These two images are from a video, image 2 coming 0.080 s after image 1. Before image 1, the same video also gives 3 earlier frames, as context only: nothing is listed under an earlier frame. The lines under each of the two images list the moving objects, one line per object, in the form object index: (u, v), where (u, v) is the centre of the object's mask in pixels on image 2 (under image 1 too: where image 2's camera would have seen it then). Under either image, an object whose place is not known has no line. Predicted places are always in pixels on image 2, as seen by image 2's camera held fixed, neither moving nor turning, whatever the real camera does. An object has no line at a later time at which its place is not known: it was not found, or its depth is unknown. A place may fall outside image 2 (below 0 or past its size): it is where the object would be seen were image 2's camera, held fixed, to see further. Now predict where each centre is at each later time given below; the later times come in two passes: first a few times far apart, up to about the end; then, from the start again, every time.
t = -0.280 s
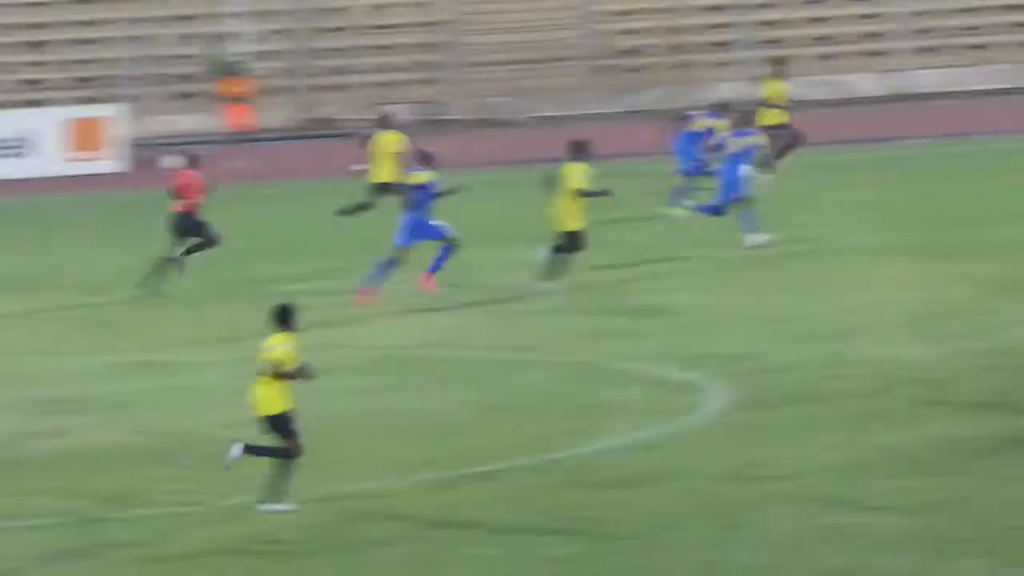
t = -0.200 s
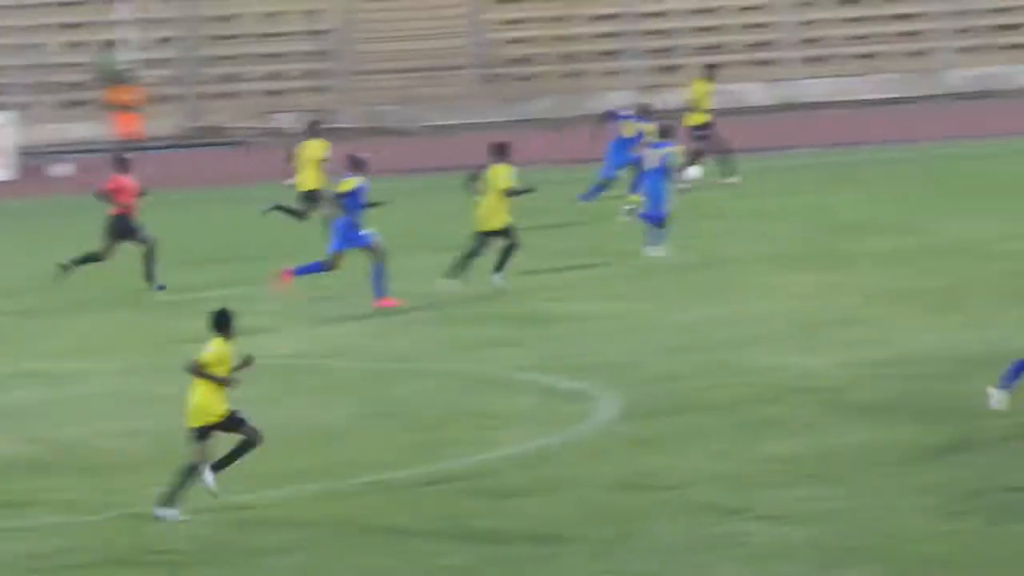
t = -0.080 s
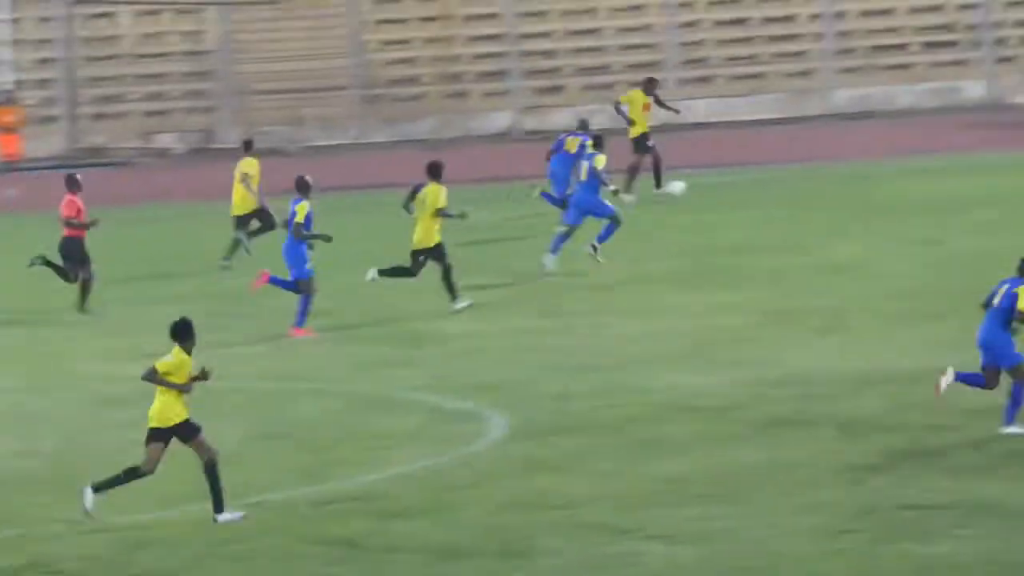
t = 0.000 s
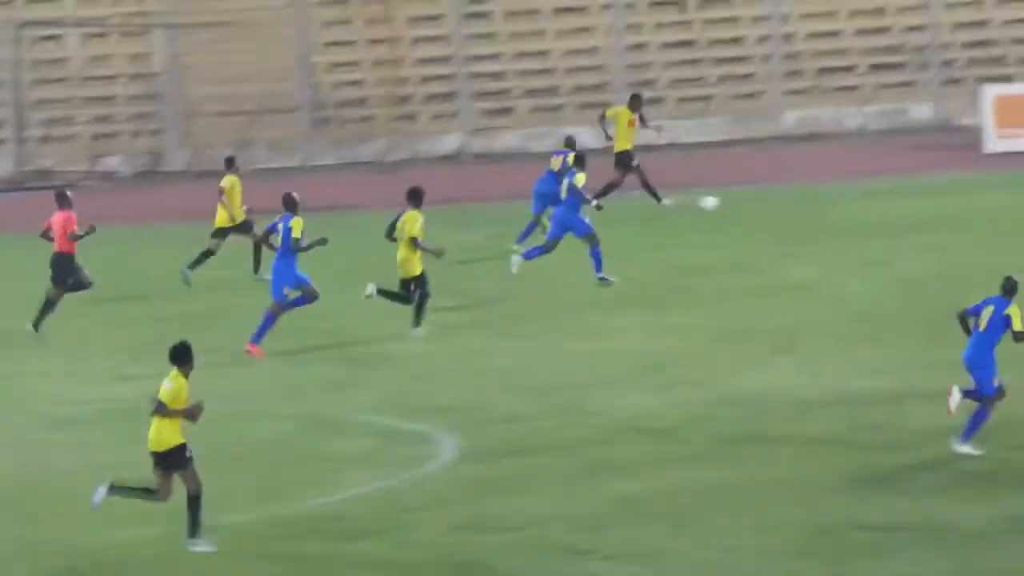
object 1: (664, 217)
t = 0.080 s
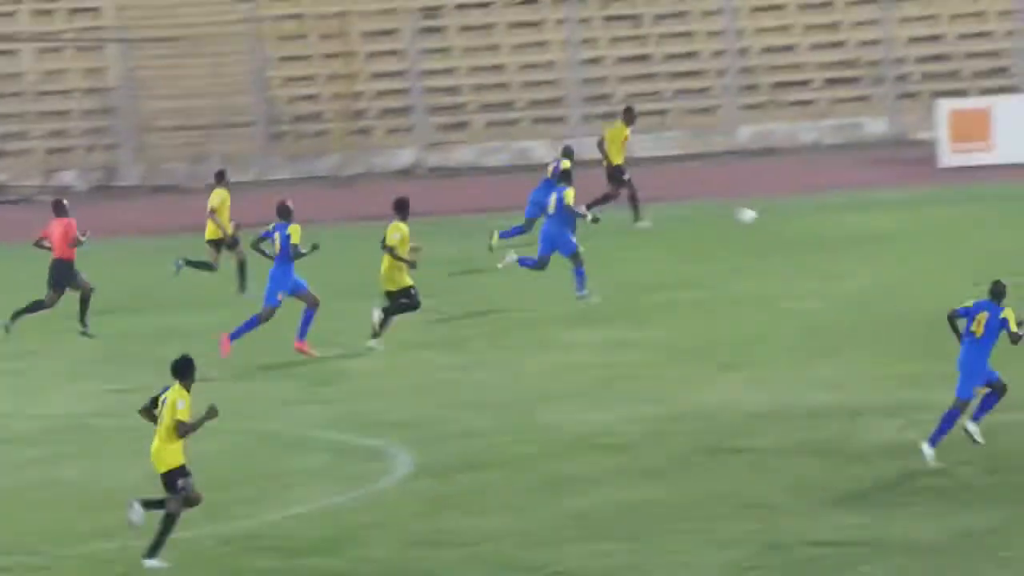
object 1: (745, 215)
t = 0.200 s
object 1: (855, 203)
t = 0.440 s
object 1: (1048, 183)
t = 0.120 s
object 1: (783, 210)
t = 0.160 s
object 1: (820, 203)
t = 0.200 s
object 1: (855, 203)
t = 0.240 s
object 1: (890, 201)
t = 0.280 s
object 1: (925, 198)
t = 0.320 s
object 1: (958, 197)
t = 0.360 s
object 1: (988, 191)
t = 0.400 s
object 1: (1017, 186)
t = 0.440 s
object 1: (1048, 183)
